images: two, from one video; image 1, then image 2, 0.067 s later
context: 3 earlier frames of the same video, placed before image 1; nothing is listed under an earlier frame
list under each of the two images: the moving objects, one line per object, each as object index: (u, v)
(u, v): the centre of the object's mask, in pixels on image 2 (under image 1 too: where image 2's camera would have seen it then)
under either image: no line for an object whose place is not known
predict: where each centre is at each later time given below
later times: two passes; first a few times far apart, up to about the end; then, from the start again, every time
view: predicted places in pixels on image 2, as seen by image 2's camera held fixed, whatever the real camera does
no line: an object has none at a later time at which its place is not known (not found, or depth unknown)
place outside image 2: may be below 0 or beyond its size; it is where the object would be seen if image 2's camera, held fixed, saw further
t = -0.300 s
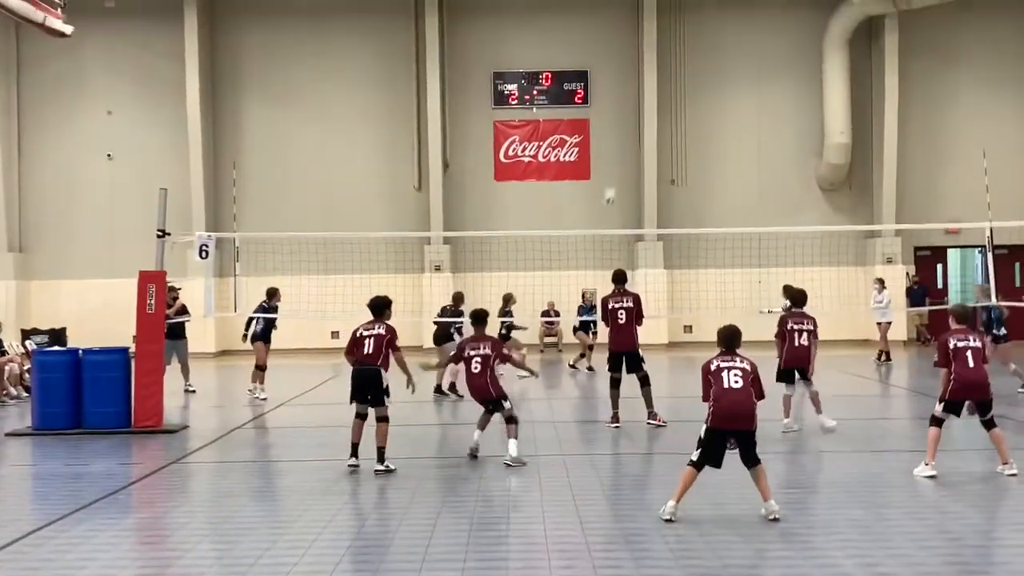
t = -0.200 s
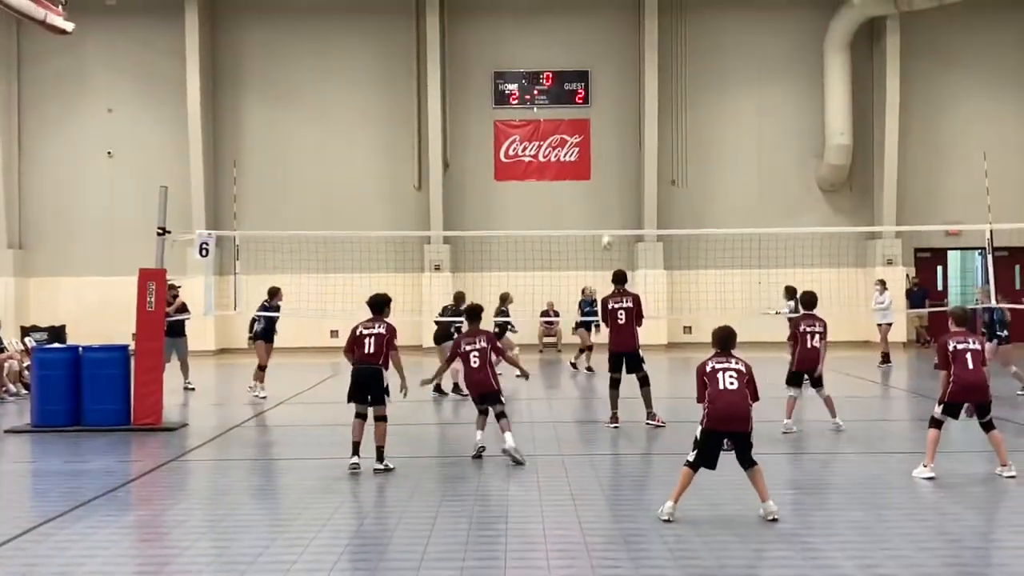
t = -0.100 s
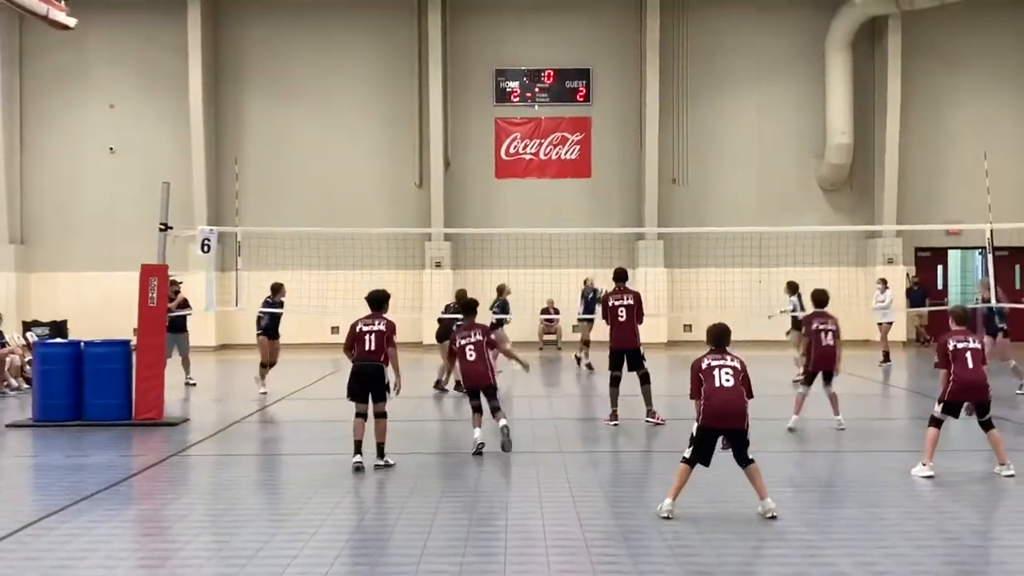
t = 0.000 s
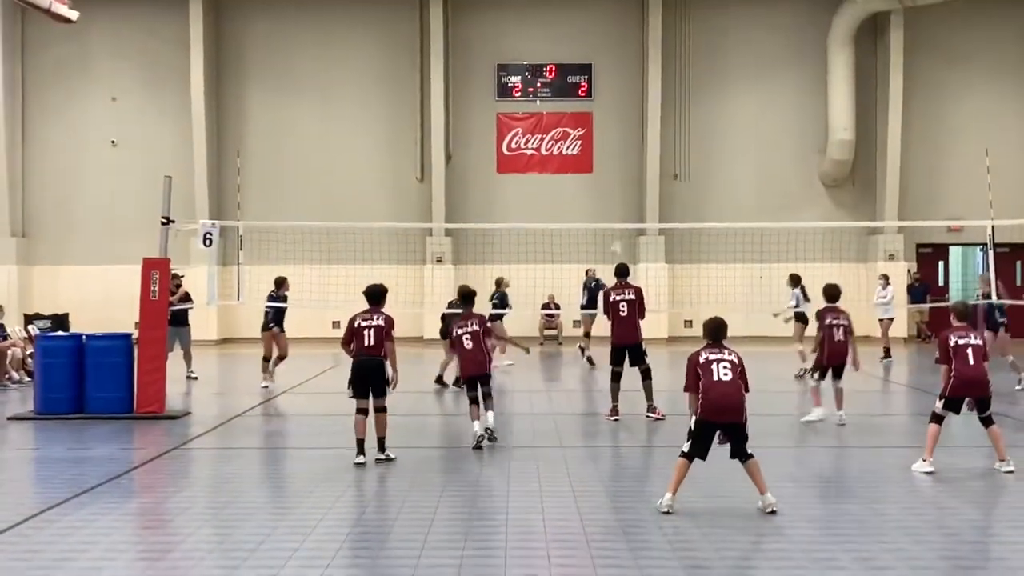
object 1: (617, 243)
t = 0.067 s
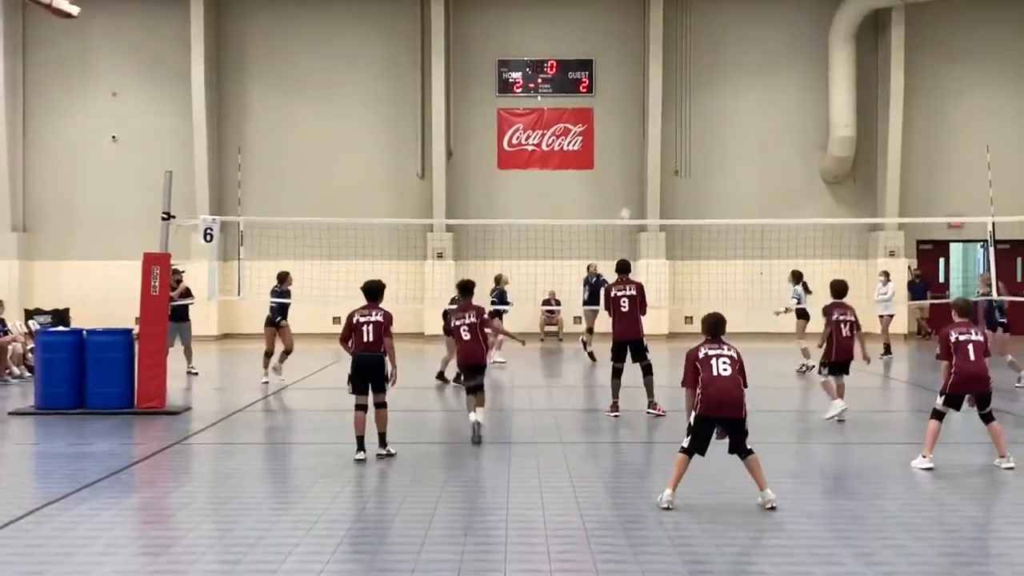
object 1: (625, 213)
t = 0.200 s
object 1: (640, 161)
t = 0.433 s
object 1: (670, 92)
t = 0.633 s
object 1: (696, 56)
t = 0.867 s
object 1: (730, 42)
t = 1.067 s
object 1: (758, 57)
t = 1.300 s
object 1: (794, 110)
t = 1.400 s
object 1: (809, 145)
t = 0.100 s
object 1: (629, 200)
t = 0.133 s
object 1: (632, 187)
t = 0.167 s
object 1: (636, 174)
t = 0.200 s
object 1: (640, 161)
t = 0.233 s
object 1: (644, 149)
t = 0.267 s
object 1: (649, 137)
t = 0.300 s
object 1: (650, 128)
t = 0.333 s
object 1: (658, 117)
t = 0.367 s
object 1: (662, 109)
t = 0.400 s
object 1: (666, 99)
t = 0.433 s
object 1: (670, 92)
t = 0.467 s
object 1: (674, 84)
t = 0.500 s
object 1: (679, 77)
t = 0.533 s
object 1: (683, 71)
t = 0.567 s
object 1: (688, 65)
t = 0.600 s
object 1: (692, 60)
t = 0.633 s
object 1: (696, 56)
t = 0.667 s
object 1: (701, 51)
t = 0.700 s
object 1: (706, 48)
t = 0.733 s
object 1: (710, 45)
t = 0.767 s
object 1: (715, 43)
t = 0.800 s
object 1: (720, 42)
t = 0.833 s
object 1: (725, 42)
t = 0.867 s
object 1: (730, 42)
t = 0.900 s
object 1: (734, 43)
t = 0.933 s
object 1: (739, 44)
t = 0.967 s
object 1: (743, 46)
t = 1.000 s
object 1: (748, 49)
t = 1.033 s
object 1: (753, 53)
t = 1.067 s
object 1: (758, 57)
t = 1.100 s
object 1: (763, 62)
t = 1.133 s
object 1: (768, 68)
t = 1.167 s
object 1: (773, 74)
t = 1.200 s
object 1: (778, 81)
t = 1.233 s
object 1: (784, 90)
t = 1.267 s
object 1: (789, 99)
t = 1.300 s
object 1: (794, 110)
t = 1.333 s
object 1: (799, 120)
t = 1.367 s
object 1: (804, 132)
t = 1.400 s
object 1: (809, 145)
